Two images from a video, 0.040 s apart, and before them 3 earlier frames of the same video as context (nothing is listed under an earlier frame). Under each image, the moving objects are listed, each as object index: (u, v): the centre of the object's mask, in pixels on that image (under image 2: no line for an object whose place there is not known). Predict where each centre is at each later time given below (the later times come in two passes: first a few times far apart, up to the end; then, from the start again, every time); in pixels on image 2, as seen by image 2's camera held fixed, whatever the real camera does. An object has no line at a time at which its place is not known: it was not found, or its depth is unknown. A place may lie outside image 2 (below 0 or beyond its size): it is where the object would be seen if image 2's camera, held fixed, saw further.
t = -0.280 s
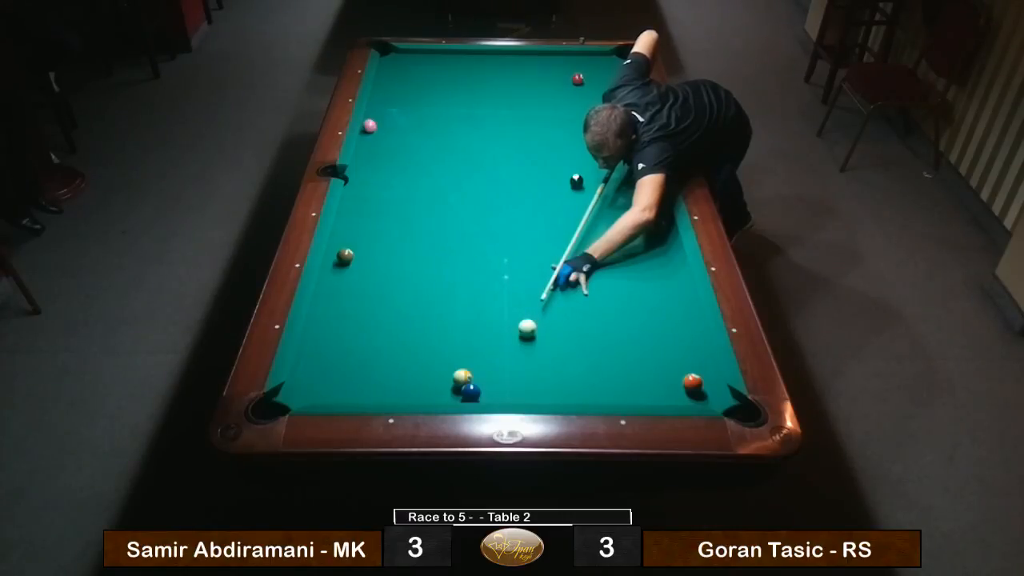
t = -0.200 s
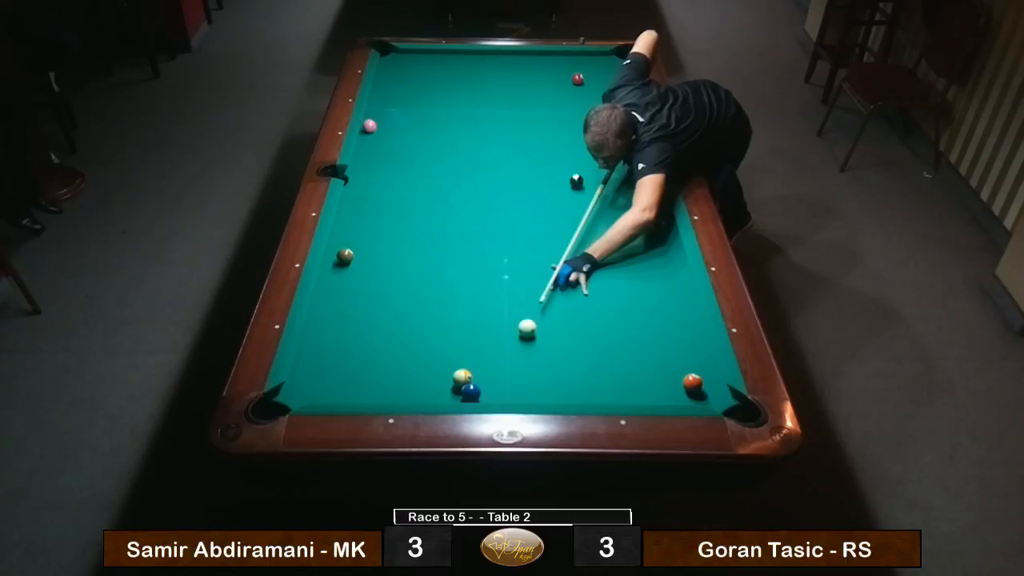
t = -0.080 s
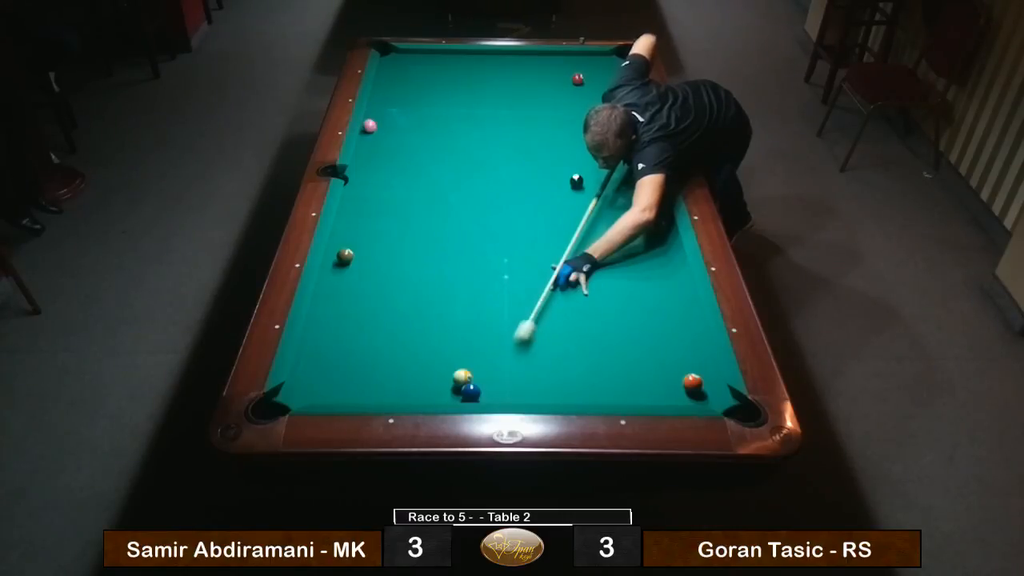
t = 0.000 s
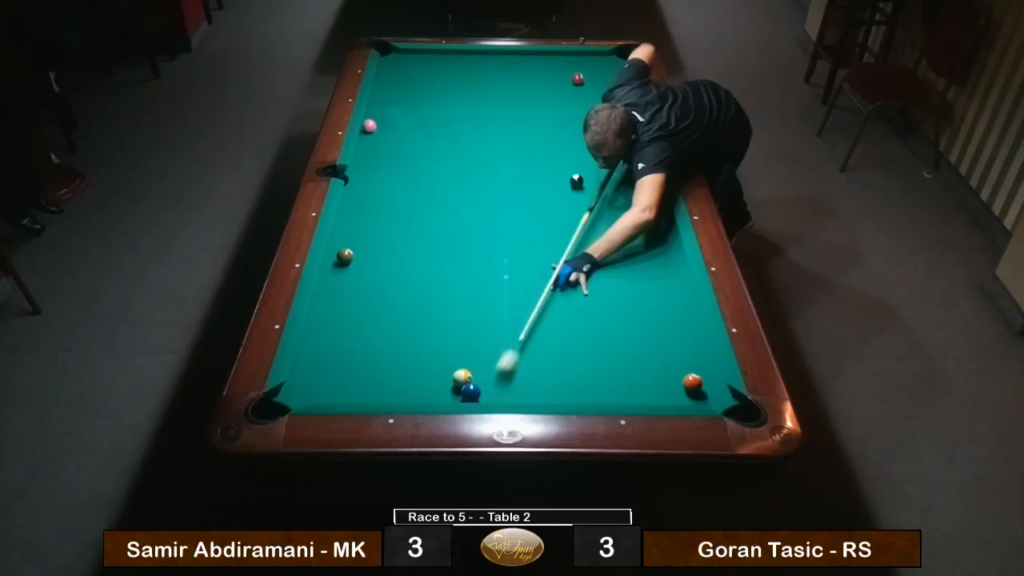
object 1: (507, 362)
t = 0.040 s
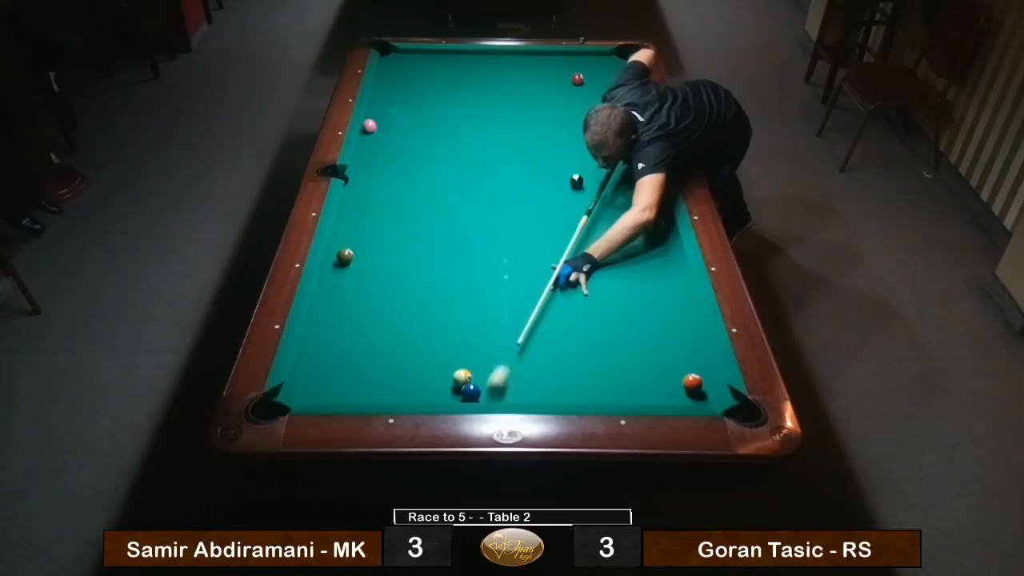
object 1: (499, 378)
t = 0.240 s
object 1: (488, 363)
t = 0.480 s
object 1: (483, 317)
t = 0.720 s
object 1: (478, 278)
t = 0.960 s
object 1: (474, 244)
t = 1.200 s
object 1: (470, 215)
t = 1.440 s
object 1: (466, 189)
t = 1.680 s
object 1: (463, 165)
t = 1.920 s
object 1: (461, 145)
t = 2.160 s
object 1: (458, 126)
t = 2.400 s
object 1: (455, 109)
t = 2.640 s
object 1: (453, 94)
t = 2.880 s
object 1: (451, 80)
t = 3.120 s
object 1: (449, 67)
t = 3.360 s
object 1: (448, 55)
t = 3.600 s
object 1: (445, 57)
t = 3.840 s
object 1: (443, 64)
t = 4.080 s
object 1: (441, 70)
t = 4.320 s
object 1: (439, 76)
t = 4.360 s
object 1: (439, 77)
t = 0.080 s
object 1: (491, 392)
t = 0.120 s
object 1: (490, 389)
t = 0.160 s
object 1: (490, 380)
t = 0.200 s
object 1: (489, 371)
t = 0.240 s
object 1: (488, 363)
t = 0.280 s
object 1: (487, 354)
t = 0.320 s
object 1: (486, 346)
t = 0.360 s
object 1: (485, 339)
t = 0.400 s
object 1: (484, 331)
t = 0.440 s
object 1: (483, 324)
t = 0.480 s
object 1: (483, 317)
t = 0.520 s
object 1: (482, 310)
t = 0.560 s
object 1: (481, 304)
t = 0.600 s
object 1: (480, 297)
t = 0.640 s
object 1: (479, 290)
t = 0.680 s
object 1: (479, 284)
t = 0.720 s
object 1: (478, 278)
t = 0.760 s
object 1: (477, 272)
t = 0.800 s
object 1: (476, 266)
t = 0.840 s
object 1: (476, 260)
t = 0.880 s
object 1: (475, 255)
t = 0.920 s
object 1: (474, 249)
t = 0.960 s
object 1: (474, 244)
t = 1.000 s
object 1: (473, 239)
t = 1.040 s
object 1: (472, 234)
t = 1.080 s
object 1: (472, 229)
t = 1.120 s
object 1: (471, 224)
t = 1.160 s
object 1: (470, 219)
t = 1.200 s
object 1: (470, 215)
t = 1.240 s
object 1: (469, 210)
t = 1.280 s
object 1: (469, 206)
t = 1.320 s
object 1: (468, 201)
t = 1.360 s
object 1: (468, 197)
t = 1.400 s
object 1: (467, 193)
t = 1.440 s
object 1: (466, 189)
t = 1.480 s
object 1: (466, 185)
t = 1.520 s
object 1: (466, 181)
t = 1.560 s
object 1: (465, 177)
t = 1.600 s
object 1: (465, 173)
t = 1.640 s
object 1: (464, 169)
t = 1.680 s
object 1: (463, 165)
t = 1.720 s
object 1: (463, 162)
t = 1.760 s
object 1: (462, 158)
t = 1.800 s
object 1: (462, 155)
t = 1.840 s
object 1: (462, 151)
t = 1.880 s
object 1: (461, 148)
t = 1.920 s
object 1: (461, 145)
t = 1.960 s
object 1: (460, 141)
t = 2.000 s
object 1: (460, 138)
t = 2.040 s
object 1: (459, 135)
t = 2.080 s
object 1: (459, 132)
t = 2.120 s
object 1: (458, 129)
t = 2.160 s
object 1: (458, 126)
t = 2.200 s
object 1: (457, 123)
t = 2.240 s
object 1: (457, 120)
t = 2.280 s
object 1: (456, 117)
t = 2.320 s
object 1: (456, 114)
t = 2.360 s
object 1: (455, 112)
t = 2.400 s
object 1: (455, 109)
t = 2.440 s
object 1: (455, 106)
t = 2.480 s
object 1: (454, 103)
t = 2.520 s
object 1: (454, 101)
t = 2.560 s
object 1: (454, 98)
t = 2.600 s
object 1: (453, 96)
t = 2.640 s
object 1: (453, 94)
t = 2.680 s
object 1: (453, 91)
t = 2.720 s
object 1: (452, 89)
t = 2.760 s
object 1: (452, 87)
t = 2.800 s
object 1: (452, 84)
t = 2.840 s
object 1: (451, 82)
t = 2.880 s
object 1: (451, 80)
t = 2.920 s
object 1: (451, 77)
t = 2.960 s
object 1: (450, 75)
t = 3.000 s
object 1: (450, 73)
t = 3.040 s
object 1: (450, 71)
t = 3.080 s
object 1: (450, 69)
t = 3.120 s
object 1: (449, 67)
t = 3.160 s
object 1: (449, 65)
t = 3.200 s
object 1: (449, 63)
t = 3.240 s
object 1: (448, 61)
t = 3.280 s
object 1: (448, 59)
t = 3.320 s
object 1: (448, 57)
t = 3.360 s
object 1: (448, 55)
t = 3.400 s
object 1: (447, 53)
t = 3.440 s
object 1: (447, 53)
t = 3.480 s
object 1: (447, 54)
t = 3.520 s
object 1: (446, 55)
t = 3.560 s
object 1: (446, 56)
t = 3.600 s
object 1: (445, 57)
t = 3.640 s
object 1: (445, 58)
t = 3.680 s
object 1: (445, 59)
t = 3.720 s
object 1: (444, 60)
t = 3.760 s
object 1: (444, 62)
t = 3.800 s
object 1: (444, 62)
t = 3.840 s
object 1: (443, 64)
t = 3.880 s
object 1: (443, 65)
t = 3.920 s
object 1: (442, 66)
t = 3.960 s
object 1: (442, 67)
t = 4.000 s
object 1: (442, 68)
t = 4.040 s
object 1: (441, 69)
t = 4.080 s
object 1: (441, 70)
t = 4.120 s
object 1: (441, 71)
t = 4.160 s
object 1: (440, 72)
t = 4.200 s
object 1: (440, 73)
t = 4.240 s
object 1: (440, 74)
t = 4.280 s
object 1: (439, 75)
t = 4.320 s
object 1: (439, 76)
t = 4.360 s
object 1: (439, 77)
